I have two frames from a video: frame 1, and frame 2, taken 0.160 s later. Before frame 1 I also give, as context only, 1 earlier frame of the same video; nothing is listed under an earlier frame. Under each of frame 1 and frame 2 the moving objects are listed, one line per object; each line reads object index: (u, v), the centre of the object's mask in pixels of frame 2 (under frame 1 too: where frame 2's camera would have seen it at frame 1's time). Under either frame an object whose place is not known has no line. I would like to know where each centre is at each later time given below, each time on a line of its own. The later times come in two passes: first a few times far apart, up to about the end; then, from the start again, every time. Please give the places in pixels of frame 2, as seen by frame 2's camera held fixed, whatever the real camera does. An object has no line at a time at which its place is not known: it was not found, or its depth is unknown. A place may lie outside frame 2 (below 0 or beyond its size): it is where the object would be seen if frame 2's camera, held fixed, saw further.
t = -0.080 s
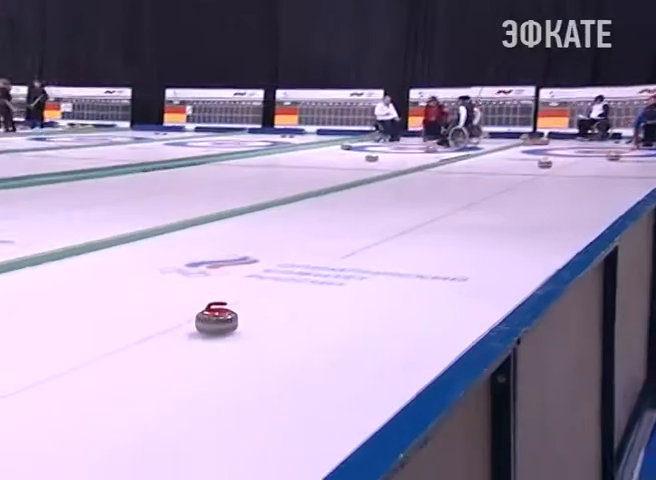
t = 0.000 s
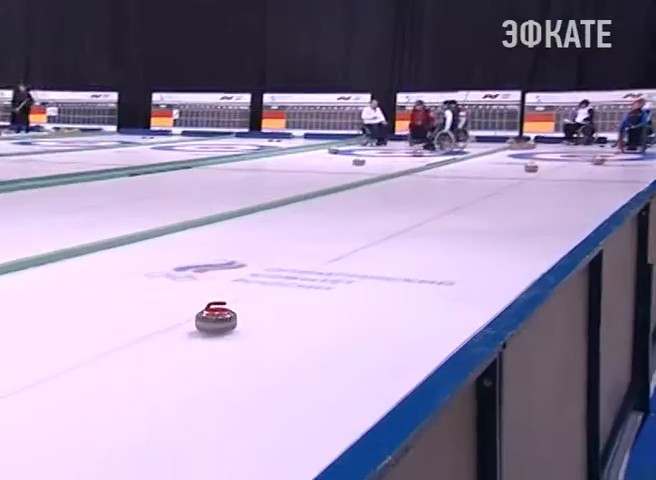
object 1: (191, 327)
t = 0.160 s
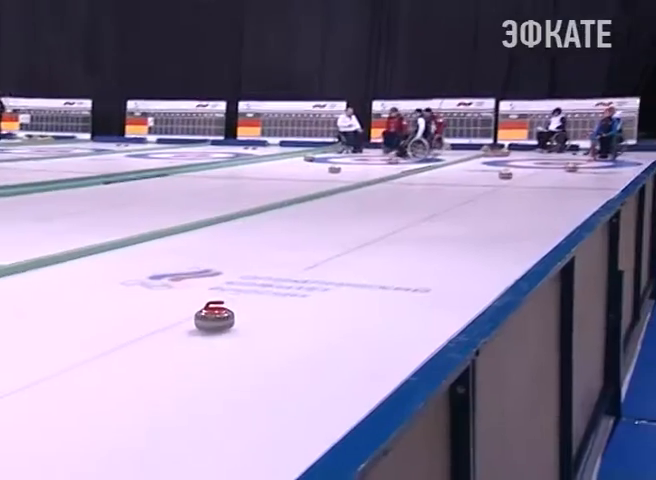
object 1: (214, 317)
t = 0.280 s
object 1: (230, 310)
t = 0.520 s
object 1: (260, 298)
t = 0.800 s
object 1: (290, 286)
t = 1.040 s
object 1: (312, 276)
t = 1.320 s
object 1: (336, 266)
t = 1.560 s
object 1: (353, 259)
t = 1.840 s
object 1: (372, 251)
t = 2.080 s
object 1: (386, 245)
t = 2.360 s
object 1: (401, 238)
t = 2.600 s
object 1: (412, 233)
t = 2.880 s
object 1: (424, 228)
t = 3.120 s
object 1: (434, 224)
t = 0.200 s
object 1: (220, 315)
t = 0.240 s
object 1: (225, 313)
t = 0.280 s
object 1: (230, 310)
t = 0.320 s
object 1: (236, 308)
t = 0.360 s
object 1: (241, 306)
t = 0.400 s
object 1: (246, 304)
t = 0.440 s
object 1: (251, 302)
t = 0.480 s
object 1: (255, 300)
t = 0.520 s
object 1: (260, 298)
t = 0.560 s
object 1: (264, 296)
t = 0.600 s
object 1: (269, 294)
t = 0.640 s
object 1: (273, 292)
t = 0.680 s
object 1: (278, 290)
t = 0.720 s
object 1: (282, 288)
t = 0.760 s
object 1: (286, 287)
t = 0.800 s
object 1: (290, 286)
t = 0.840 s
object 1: (294, 284)
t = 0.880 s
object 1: (298, 282)
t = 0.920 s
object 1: (301, 281)
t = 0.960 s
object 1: (305, 279)
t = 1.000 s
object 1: (309, 277)
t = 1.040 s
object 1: (312, 276)
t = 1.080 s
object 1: (316, 275)
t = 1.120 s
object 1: (319, 273)
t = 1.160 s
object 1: (323, 272)
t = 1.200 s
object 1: (326, 271)
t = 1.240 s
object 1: (329, 269)
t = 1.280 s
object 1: (332, 268)
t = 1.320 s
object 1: (336, 266)
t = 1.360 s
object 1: (339, 265)
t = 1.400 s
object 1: (342, 264)
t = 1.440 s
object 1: (345, 262)
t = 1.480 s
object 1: (348, 261)
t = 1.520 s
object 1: (351, 260)
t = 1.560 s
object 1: (353, 259)
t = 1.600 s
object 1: (356, 257)
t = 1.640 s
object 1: (359, 256)
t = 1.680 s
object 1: (362, 255)
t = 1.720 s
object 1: (364, 254)
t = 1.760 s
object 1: (367, 253)
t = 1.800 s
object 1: (369, 252)
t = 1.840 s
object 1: (372, 251)
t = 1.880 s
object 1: (374, 250)
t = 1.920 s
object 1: (376, 249)
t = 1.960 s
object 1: (379, 248)
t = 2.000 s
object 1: (381, 247)
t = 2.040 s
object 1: (383, 246)
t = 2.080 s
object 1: (386, 245)
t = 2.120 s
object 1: (388, 244)
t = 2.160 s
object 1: (390, 243)
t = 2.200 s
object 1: (392, 242)
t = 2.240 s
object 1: (394, 241)
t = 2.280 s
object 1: (396, 240)
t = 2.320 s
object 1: (398, 239)
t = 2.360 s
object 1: (401, 238)
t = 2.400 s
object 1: (403, 238)
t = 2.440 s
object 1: (405, 237)
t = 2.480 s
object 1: (406, 236)
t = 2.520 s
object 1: (408, 235)
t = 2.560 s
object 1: (410, 234)
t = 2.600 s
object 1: (412, 233)
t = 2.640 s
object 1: (414, 233)
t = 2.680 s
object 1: (416, 232)
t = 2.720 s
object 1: (417, 231)
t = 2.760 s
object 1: (419, 230)
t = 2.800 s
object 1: (421, 230)
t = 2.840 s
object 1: (423, 229)
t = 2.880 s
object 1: (424, 228)
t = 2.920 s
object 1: (426, 227)
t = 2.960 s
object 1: (428, 227)
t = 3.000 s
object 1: (429, 226)
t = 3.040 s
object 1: (431, 225)
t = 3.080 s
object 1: (432, 225)
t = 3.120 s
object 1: (434, 224)
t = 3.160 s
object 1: (435, 223)
